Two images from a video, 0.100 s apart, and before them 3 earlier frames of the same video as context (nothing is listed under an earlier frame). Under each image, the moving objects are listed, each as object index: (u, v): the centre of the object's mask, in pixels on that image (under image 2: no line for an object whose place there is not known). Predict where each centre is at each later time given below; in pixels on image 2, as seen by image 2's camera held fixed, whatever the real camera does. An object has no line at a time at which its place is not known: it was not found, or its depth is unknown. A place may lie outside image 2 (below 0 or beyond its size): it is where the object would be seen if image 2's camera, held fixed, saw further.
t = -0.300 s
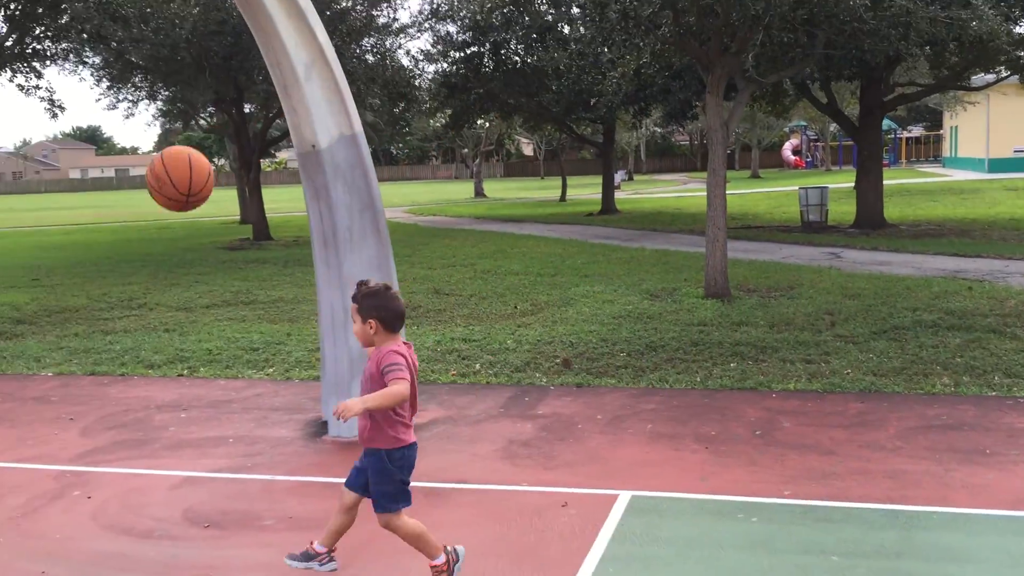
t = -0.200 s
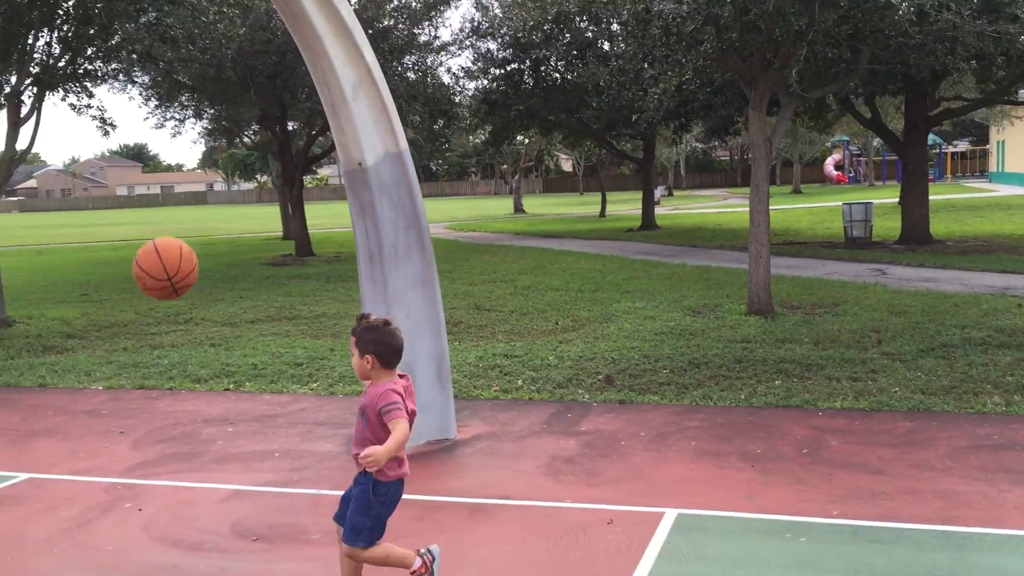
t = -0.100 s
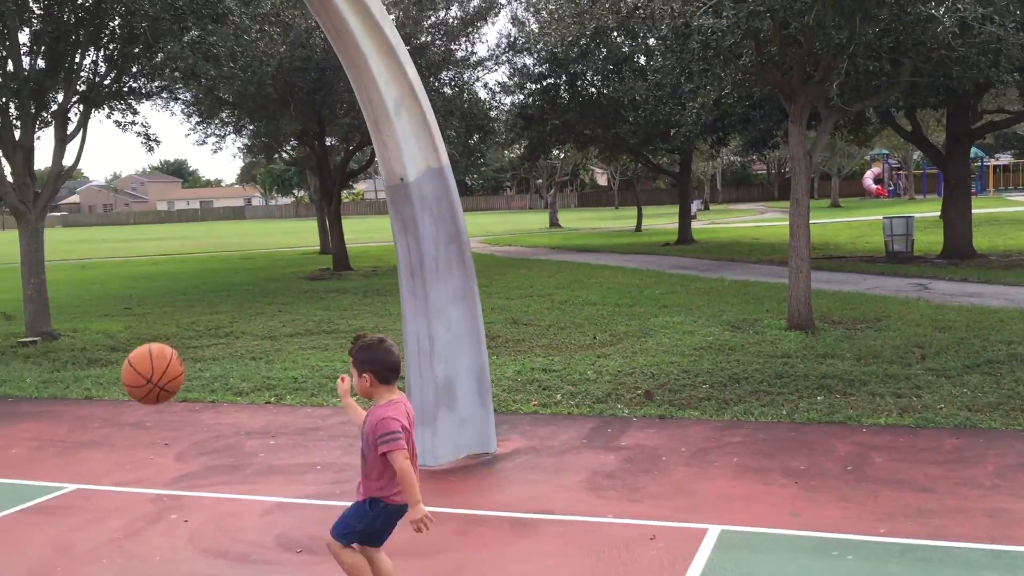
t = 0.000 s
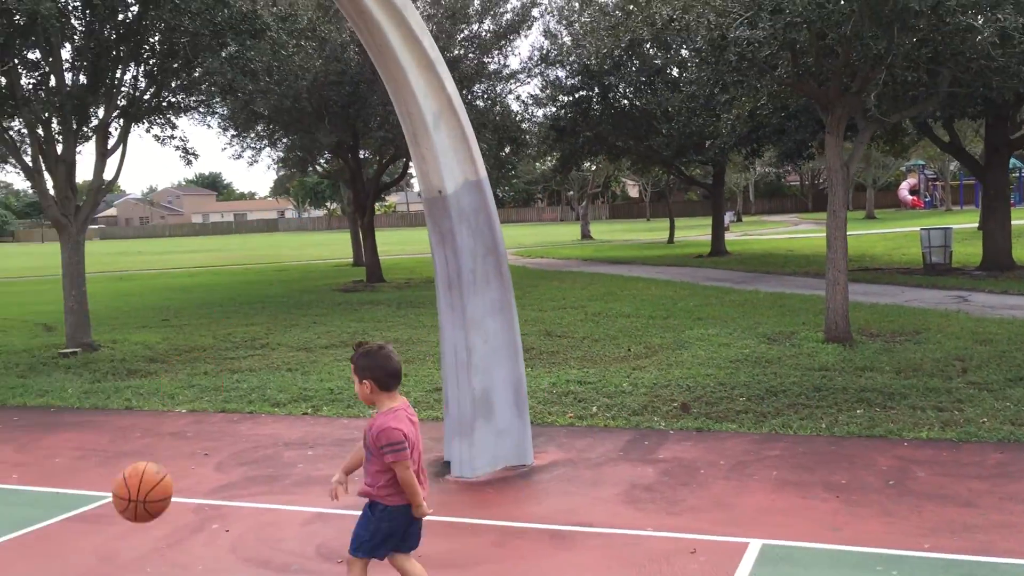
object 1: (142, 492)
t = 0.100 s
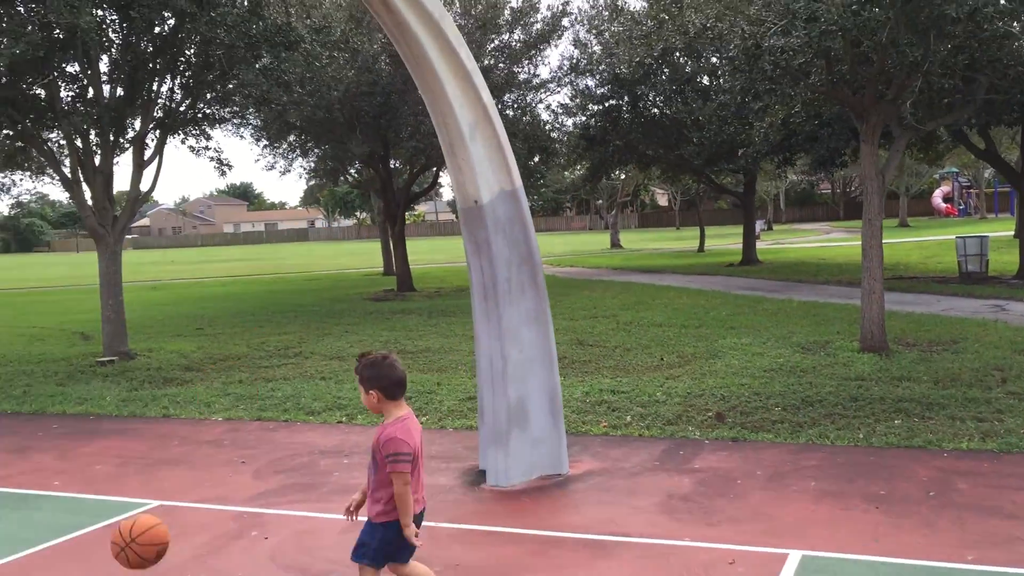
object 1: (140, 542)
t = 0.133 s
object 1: (126, 512)
